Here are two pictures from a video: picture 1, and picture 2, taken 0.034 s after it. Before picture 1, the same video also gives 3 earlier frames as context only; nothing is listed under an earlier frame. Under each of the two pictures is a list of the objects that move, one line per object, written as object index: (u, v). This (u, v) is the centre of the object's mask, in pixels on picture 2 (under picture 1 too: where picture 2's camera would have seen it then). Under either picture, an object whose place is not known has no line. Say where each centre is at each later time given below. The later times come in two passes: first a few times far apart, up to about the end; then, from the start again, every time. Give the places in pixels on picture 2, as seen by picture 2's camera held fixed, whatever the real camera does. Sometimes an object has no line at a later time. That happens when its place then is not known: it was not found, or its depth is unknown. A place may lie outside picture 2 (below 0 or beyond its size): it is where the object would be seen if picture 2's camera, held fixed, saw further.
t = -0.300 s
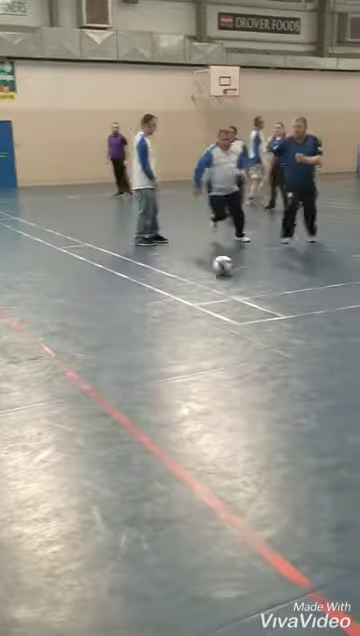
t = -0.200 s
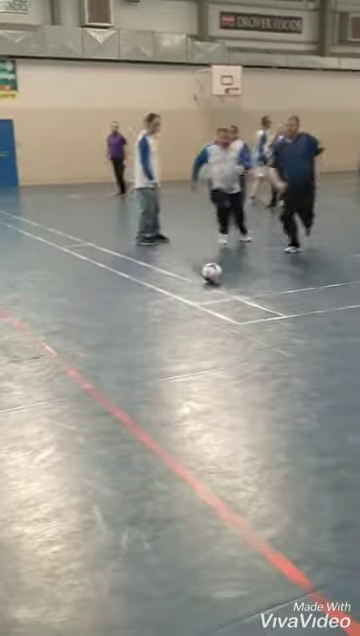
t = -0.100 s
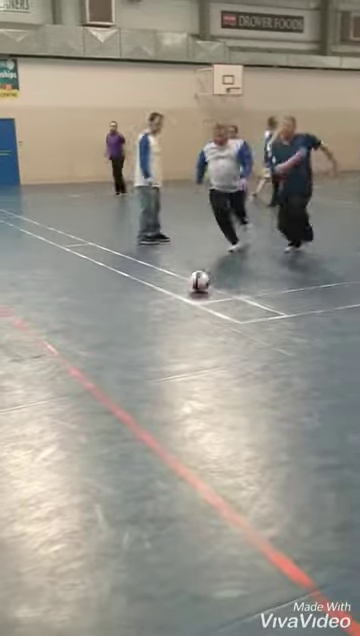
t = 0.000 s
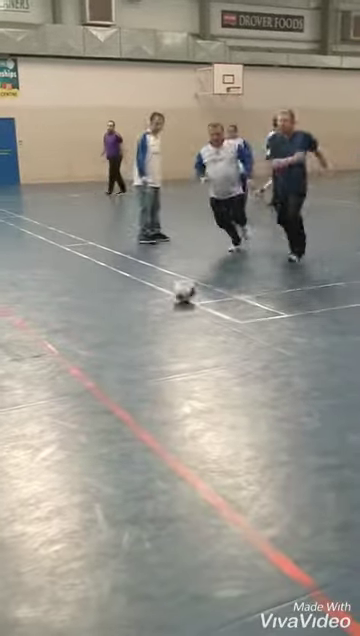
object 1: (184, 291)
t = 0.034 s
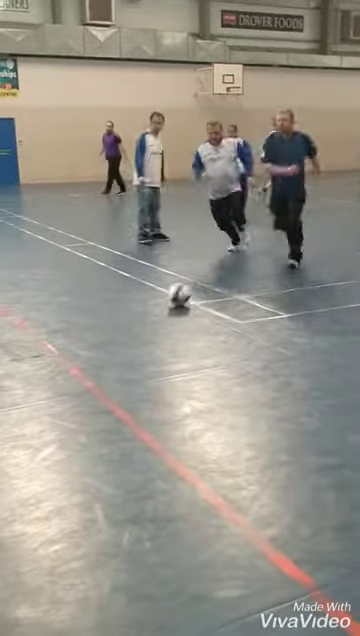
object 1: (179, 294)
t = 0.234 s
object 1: (140, 320)
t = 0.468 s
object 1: (75, 360)
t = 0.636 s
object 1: (7, 404)
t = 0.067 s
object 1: (173, 300)
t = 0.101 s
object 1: (167, 303)
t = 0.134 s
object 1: (160, 306)
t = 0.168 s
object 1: (153, 311)
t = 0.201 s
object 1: (147, 315)
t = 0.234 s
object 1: (140, 320)
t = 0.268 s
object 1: (131, 326)
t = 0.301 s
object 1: (124, 330)
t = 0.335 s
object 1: (114, 335)
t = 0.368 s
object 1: (105, 341)
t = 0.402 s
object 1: (96, 347)
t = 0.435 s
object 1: (85, 354)
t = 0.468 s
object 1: (75, 360)
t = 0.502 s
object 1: (63, 368)
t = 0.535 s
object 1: (50, 374)
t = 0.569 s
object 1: (37, 385)
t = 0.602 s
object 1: (23, 392)
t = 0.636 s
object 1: (7, 404)
